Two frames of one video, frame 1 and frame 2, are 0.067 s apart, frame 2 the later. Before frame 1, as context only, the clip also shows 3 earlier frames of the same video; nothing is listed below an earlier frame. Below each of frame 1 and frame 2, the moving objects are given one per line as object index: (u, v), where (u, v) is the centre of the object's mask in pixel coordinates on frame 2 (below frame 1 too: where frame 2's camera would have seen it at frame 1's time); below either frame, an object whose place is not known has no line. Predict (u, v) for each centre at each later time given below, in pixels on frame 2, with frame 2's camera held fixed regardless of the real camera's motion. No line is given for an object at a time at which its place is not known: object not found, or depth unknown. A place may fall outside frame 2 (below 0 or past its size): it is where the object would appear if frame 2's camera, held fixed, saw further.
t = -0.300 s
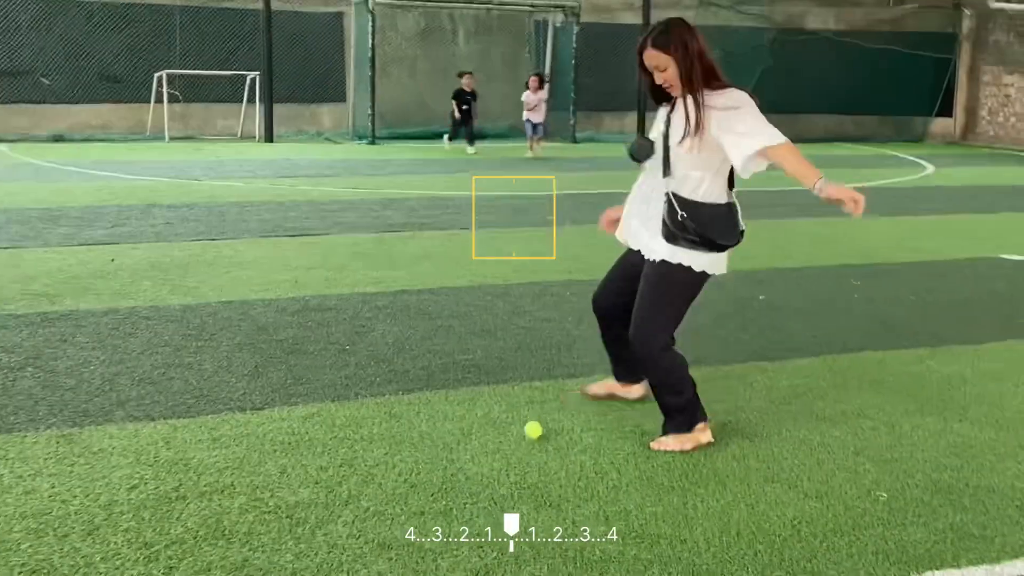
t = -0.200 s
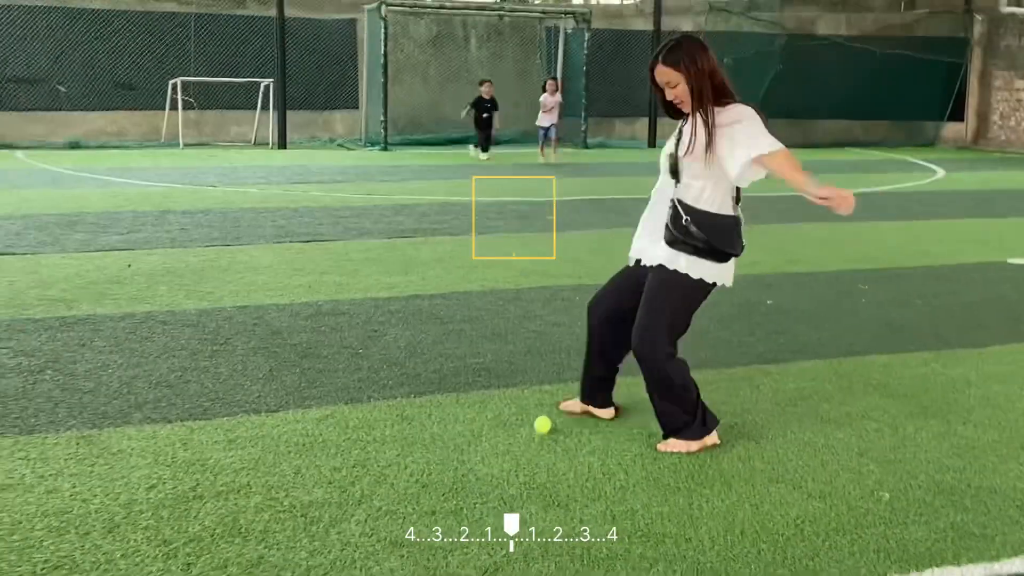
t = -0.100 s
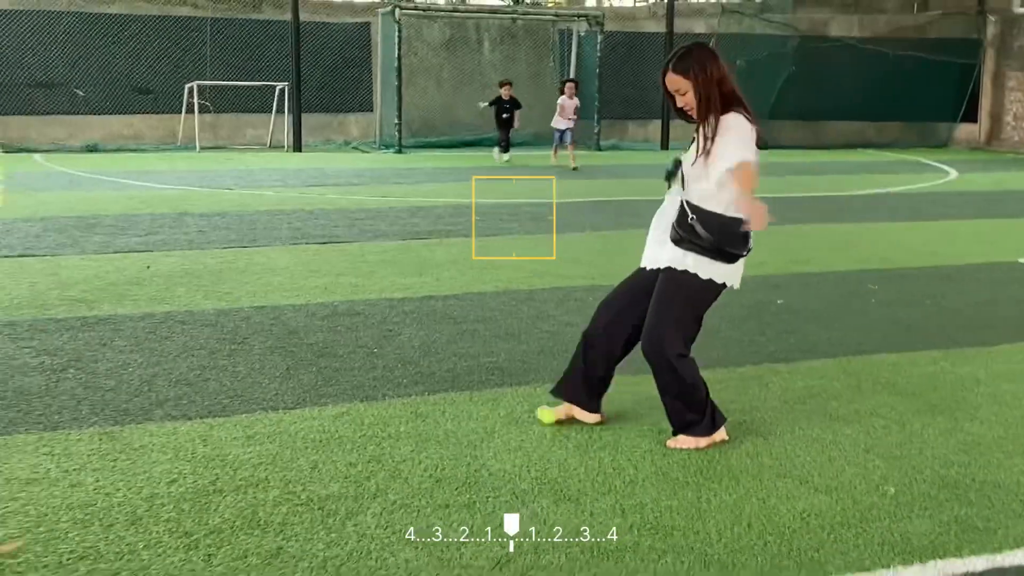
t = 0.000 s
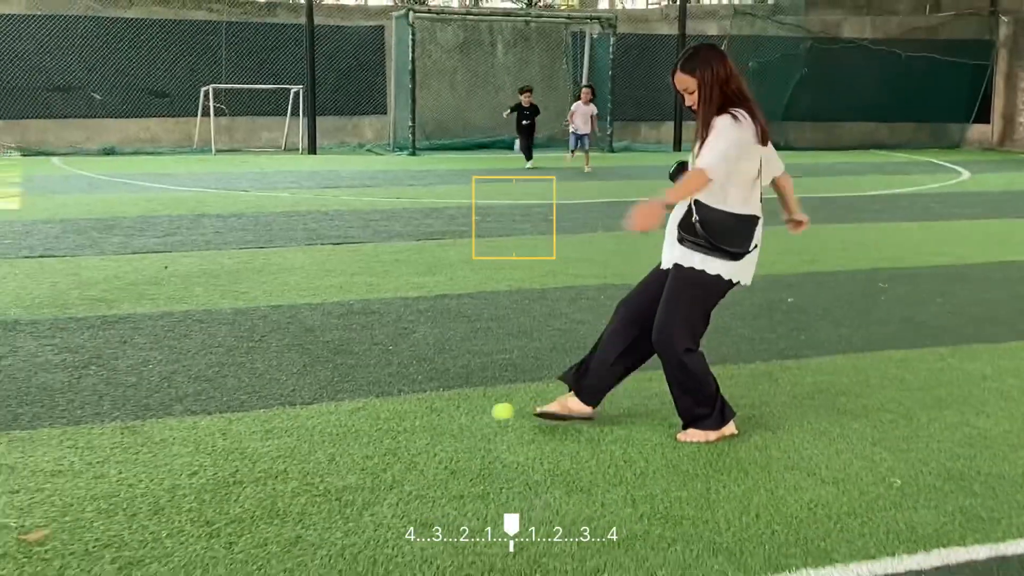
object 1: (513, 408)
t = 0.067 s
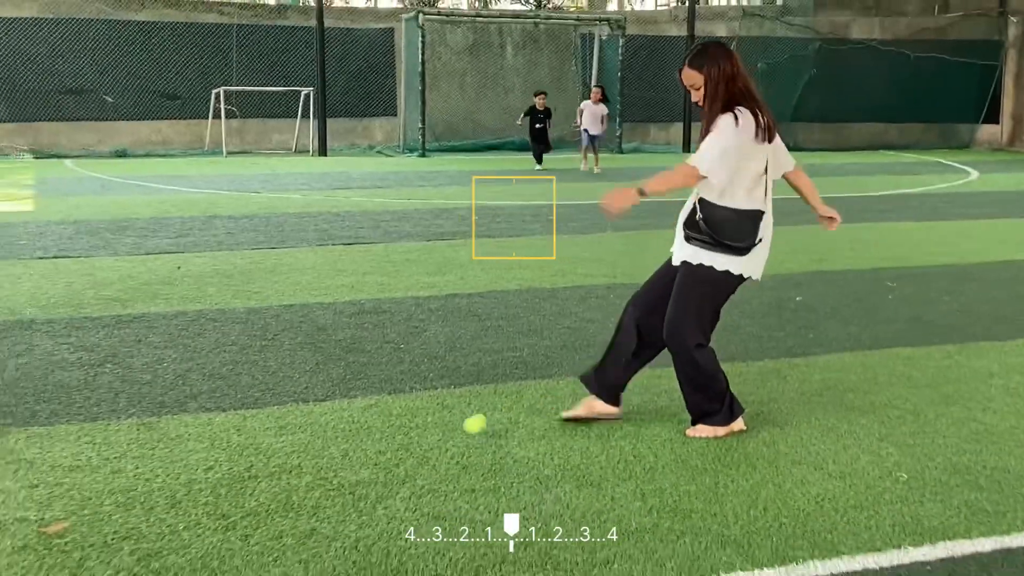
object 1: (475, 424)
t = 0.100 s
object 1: (456, 436)
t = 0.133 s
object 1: (442, 434)
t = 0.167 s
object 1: (429, 434)
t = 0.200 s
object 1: (415, 438)
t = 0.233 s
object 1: (402, 443)
